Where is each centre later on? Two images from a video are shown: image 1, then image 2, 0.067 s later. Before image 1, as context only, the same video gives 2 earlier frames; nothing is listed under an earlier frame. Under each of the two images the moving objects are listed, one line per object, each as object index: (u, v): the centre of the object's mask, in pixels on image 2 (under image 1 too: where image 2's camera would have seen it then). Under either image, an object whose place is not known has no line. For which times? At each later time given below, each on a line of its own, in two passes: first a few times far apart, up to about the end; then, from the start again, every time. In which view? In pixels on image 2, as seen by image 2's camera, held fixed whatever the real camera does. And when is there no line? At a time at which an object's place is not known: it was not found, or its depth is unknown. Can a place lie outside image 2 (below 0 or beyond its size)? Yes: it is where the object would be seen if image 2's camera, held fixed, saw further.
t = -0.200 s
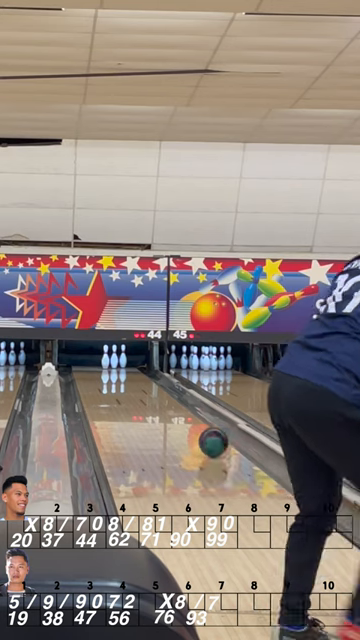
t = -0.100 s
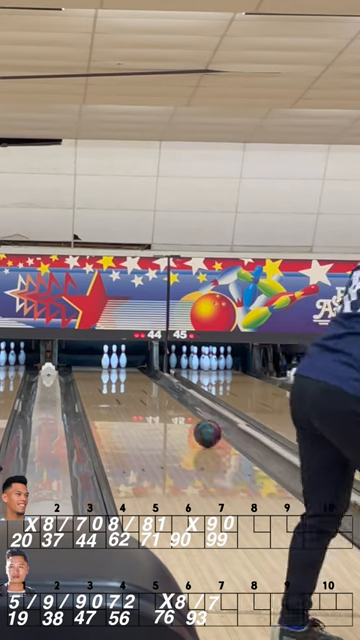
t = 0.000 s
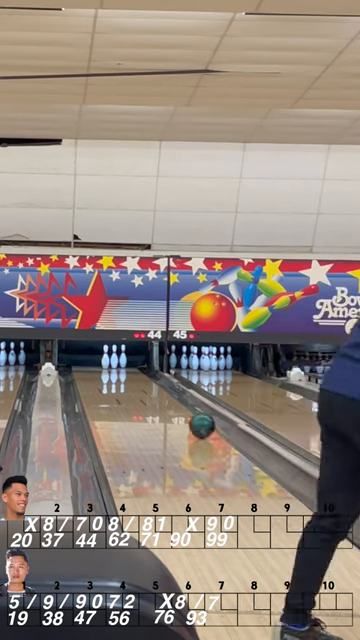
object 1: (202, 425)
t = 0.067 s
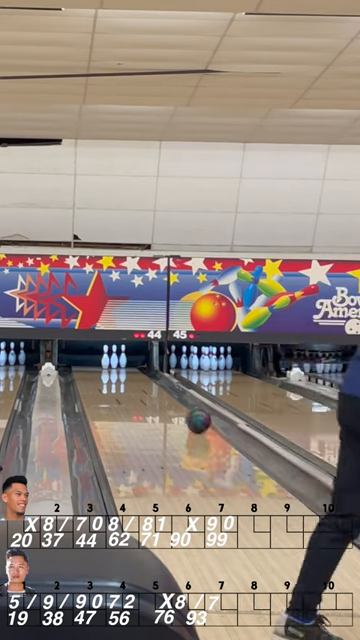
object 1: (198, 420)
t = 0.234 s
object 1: (190, 411)
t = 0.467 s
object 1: (178, 398)
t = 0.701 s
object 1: (168, 390)
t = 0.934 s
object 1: (156, 382)
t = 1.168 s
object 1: (144, 374)
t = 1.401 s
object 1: (132, 369)
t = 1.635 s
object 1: (121, 365)
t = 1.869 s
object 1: (114, 361)
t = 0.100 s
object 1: (196, 419)
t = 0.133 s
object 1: (195, 416)
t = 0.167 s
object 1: (193, 414)
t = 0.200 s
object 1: (191, 412)
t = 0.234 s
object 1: (190, 411)
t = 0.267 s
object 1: (188, 408)
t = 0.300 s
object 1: (186, 406)
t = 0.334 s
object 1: (185, 404)
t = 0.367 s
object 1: (183, 404)
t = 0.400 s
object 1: (182, 402)
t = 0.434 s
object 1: (180, 400)
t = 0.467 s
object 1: (178, 398)
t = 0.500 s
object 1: (176, 397)
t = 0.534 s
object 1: (175, 396)
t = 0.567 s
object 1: (174, 395)
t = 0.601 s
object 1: (172, 394)
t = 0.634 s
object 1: (170, 392)
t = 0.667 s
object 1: (169, 391)
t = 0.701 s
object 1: (168, 390)
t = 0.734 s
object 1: (166, 389)
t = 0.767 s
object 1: (164, 388)
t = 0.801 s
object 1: (163, 387)
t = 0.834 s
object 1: (161, 386)
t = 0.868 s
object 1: (160, 385)
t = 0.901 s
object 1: (158, 383)
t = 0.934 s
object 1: (156, 382)
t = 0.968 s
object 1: (154, 380)
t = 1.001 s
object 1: (153, 379)
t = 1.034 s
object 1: (152, 378)
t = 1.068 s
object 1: (150, 378)
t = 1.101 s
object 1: (148, 377)
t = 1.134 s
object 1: (146, 375)
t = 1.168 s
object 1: (144, 374)
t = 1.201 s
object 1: (142, 374)
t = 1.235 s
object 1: (140, 375)
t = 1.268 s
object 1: (139, 372)
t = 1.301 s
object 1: (137, 372)
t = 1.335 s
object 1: (136, 373)
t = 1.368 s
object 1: (134, 370)
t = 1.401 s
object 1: (132, 369)
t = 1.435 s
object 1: (131, 368)
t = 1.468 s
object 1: (129, 368)
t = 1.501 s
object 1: (128, 368)
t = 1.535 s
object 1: (126, 367)
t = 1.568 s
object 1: (124, 367)
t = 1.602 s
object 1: (122, 366)
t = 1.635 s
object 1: (121, 365)
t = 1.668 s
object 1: (119, 365)
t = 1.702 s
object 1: (117, 364)
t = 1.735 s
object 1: (116, 364)
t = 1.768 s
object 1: (114, 363)
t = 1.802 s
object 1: (113, 362)
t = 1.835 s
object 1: (113, 362)
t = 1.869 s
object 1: (114, 361)
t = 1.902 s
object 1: (115, 360)
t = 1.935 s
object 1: (115, 361)
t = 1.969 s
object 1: (114, 361)
